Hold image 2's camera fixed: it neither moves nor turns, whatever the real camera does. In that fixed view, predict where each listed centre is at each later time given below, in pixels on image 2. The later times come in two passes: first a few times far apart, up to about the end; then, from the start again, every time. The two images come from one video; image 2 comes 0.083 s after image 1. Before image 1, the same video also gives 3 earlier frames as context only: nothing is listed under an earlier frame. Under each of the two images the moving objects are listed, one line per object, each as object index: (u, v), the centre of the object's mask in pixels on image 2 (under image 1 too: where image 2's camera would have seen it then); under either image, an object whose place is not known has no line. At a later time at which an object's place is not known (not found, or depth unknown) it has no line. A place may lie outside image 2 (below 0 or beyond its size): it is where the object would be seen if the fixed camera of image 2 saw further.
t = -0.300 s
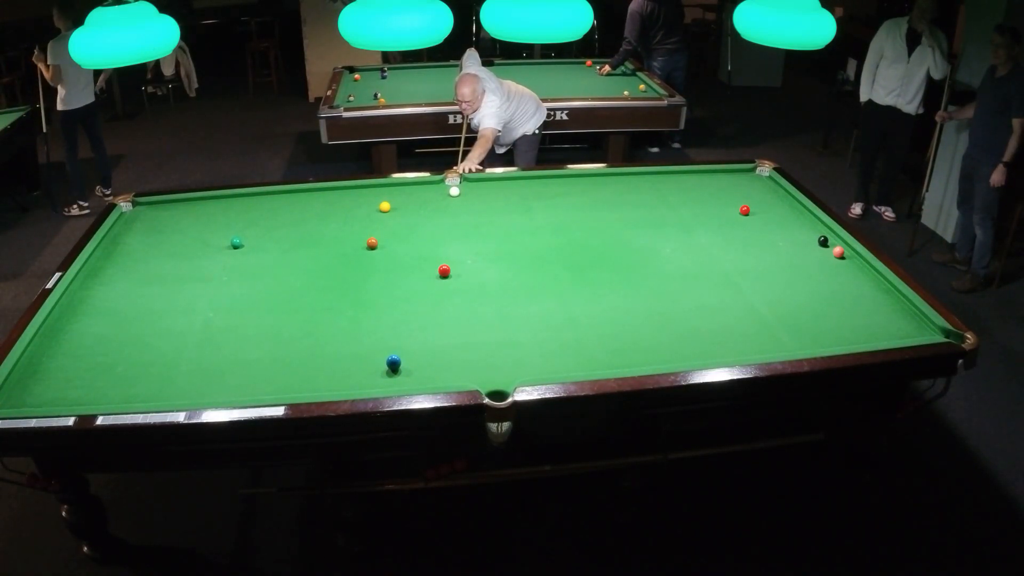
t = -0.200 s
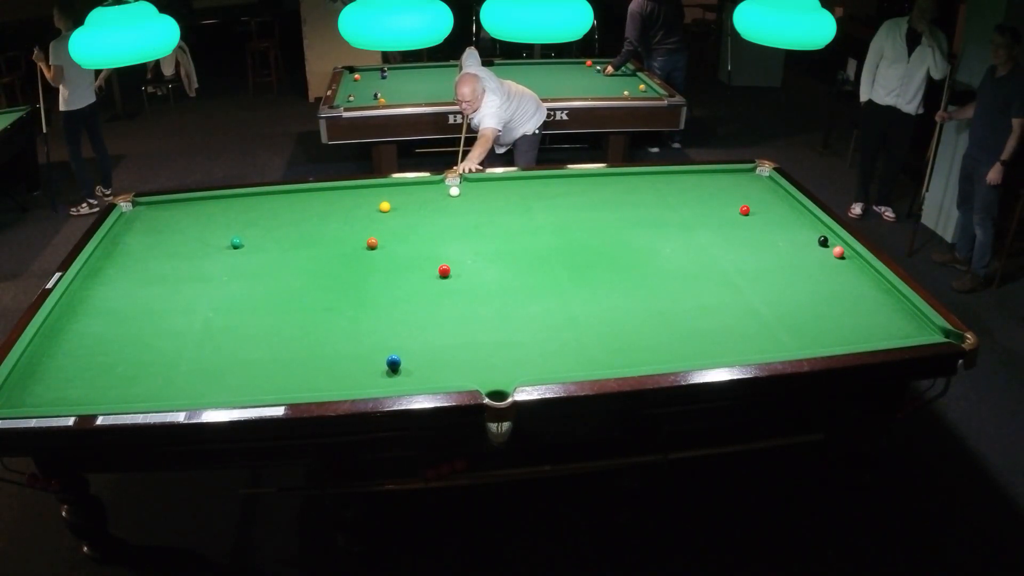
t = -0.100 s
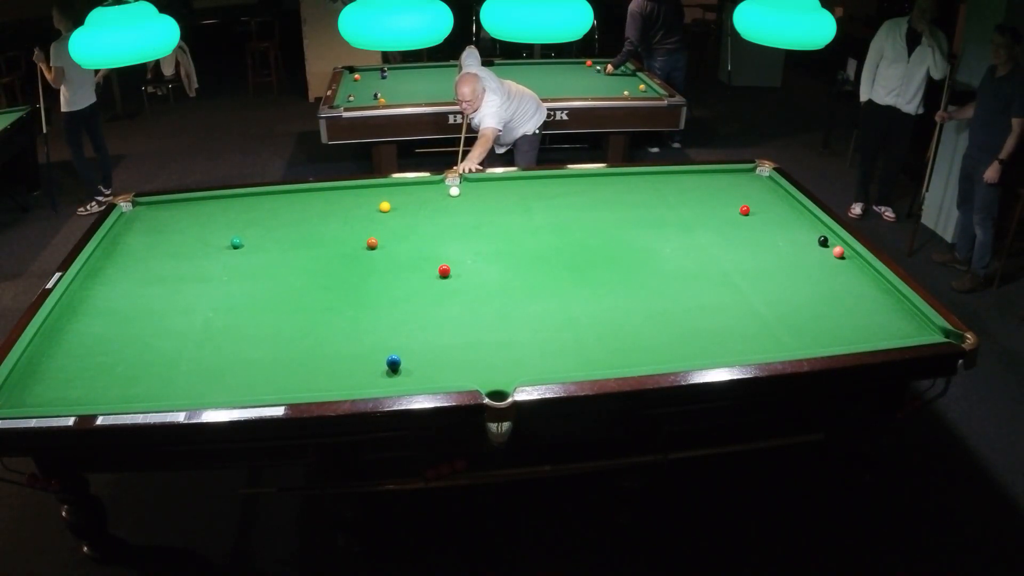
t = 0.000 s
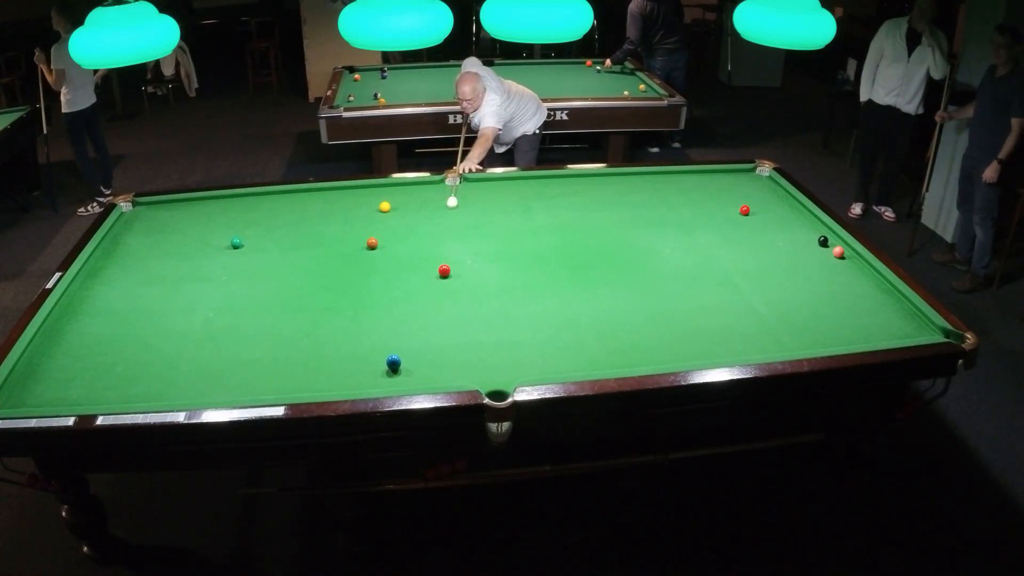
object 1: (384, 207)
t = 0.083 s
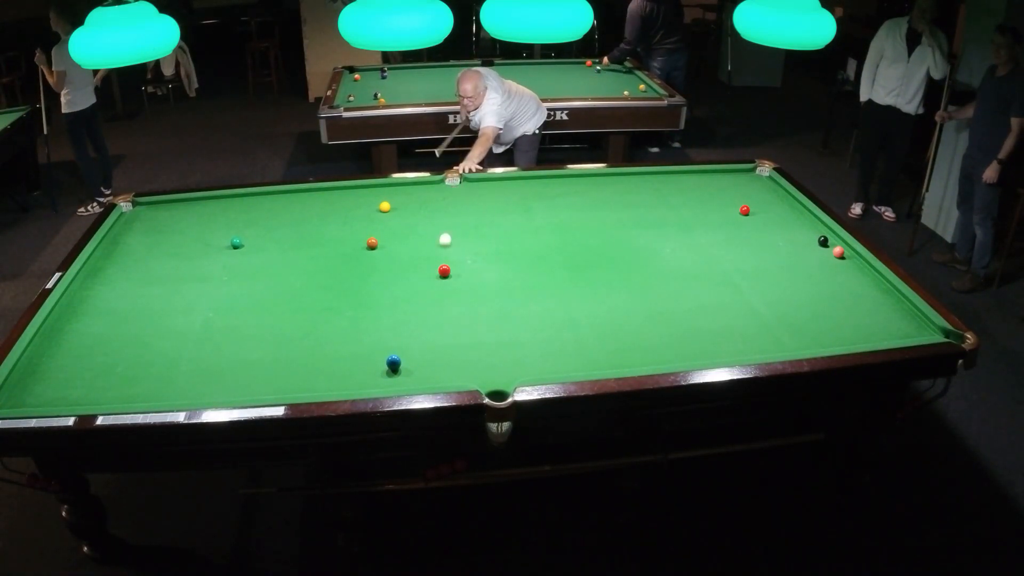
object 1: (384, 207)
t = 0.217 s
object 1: (384, 207)
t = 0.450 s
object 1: (384, 207)
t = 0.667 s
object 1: (384, 207)
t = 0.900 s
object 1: (384, 207)
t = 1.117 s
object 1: (384, 207)
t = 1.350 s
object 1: (365, 224)
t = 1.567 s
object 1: (341, 247)
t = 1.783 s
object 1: (314, 271)
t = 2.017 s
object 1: (284, 300)
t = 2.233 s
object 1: (254, 329)
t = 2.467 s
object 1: (219, 364)
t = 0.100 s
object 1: (384, 207)
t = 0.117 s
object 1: (384, 207)
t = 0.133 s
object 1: (384, 207)
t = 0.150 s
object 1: (384, 207)
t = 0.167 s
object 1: (384, 207)
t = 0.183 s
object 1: (384, 207)
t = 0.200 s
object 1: (384, 207)
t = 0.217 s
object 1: (384, 207)
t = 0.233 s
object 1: (384, 207)
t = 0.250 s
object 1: (384, 207)
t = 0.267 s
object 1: (384, 207)
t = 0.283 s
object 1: (384, 207)
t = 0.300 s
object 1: (384, 207)
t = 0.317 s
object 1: (384, 207)
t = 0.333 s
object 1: (384, 207)
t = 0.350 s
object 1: (384, 207)
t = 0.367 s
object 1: (384, 207)
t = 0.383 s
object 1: (384, 207)
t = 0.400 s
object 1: (384, 207)
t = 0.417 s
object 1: (384, 207)
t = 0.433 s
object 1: (384, 207)
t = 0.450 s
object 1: (384, 207)
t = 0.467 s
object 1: (384, 207)
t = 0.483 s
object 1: (384, 207)
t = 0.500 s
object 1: (384, 207)
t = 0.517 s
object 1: (384, 207)
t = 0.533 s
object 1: (384, 207)
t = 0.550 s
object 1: (384, 207)
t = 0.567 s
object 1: (384, 207)
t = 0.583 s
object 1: (384, 207)
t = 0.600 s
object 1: (384, 207)
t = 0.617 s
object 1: (384, 207)
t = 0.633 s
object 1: (384, 207)
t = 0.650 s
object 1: (384, 207)
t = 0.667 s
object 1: (384, 207)
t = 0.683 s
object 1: (384, 207)
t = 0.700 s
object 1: (384, 207)
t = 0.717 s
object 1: (384, 207)
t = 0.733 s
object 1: (384, 207)
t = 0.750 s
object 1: (384, 207)
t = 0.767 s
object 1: (384, 207)
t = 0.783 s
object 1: (384, 207)
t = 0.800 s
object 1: (384, 207)
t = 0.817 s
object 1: (384, 207)
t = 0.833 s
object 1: (384, 207)
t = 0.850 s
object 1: (384, 207)
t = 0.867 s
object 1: (384, 207)
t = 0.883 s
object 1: (384, 207)
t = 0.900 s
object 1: (384, 207)
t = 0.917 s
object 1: (384, 207)
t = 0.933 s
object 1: (384, 207)
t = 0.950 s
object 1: (384, 207)
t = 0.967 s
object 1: (384, 207)
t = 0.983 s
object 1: (384, 207)
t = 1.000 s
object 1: (384, 207)
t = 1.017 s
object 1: (384, 207)
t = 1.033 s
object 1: (384, 207)
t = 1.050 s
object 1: (384, 207)
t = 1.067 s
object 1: (384, 207)
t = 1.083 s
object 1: (384, 207)
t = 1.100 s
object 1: (384, 207)
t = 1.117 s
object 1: (384, 207)
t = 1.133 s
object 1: (384, 207)
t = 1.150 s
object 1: (384, 207)
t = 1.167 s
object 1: (384, 207)
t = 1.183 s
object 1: (384, 207)
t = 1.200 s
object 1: (384, 207)
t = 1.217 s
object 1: (381, 209)
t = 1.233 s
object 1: (379, 211)
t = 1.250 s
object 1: (377, 213)
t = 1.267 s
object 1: (375, 215)
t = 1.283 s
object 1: (373, 217)
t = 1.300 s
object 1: (371, 219)
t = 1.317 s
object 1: (369, 221)
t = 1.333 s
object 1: (367, 223)
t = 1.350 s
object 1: (365, 224)
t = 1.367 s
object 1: (363, 226)
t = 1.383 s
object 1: (361, 228)
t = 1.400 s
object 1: (359, 229)
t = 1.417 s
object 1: (358, 231)
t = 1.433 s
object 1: (356, 232)
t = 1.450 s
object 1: (354, 234)
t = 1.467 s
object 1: (352, 236)
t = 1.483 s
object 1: (350, 238)
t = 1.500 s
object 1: (348, 239)
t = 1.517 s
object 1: (347, 241)
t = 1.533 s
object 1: (345, 243)
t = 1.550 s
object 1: (343, 245)
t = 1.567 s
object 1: (341, 247)
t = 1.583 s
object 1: (339, 248)
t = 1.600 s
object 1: (337, 250)
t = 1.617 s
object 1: (335, 252)
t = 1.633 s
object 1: (333, 254)
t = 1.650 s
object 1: (331, 256)
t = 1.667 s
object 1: (329, 257)
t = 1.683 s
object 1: (327, 259)
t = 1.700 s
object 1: (325, 261)
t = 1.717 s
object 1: (323, 263)
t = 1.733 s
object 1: (321, 265)
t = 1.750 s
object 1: (319, 267)
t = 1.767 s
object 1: (317, 269)
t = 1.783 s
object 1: (314, 271)
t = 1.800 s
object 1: (312, 273)
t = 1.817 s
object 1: (310, 275)
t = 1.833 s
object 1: (308, 277)
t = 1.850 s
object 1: (306, 279)
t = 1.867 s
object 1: (304, 281)
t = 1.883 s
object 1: (302, 283)
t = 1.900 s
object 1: (300, 285)
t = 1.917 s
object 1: (298, 287)
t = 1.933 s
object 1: (295, 289)
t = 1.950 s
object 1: (293, 291)
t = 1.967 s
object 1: (291, 293)
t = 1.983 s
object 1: (289, 295)
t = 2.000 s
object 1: (287, 297)
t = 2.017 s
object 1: (284, 300)
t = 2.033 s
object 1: (282, 302)
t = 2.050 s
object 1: (280, 304)
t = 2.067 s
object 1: (278, 306)
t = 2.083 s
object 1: (275, 308)
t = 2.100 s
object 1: (273, 311)
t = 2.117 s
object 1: (271, 313)
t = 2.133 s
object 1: (268, 315)
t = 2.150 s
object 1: (266, 318)
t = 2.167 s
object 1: (264, 320)
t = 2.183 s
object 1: (261, 322)
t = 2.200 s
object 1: (259, 325)
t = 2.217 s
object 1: (256, 327)
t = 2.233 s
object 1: (254, 329)
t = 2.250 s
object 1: (251, 332)
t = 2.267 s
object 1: (249, 334)
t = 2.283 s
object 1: (247, 336)
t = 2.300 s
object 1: (244, 339)
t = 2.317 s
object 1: (242, 341)
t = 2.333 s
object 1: (239, 344)
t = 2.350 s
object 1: (236, 346)
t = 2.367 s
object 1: (234, 349)
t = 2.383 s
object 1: (231, 351)
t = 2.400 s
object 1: (229, 354)
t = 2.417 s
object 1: (226, 357)
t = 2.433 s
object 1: (224, 359)
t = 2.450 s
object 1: (221, 362)
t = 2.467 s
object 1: (219, 364)
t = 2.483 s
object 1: (216, 367)
